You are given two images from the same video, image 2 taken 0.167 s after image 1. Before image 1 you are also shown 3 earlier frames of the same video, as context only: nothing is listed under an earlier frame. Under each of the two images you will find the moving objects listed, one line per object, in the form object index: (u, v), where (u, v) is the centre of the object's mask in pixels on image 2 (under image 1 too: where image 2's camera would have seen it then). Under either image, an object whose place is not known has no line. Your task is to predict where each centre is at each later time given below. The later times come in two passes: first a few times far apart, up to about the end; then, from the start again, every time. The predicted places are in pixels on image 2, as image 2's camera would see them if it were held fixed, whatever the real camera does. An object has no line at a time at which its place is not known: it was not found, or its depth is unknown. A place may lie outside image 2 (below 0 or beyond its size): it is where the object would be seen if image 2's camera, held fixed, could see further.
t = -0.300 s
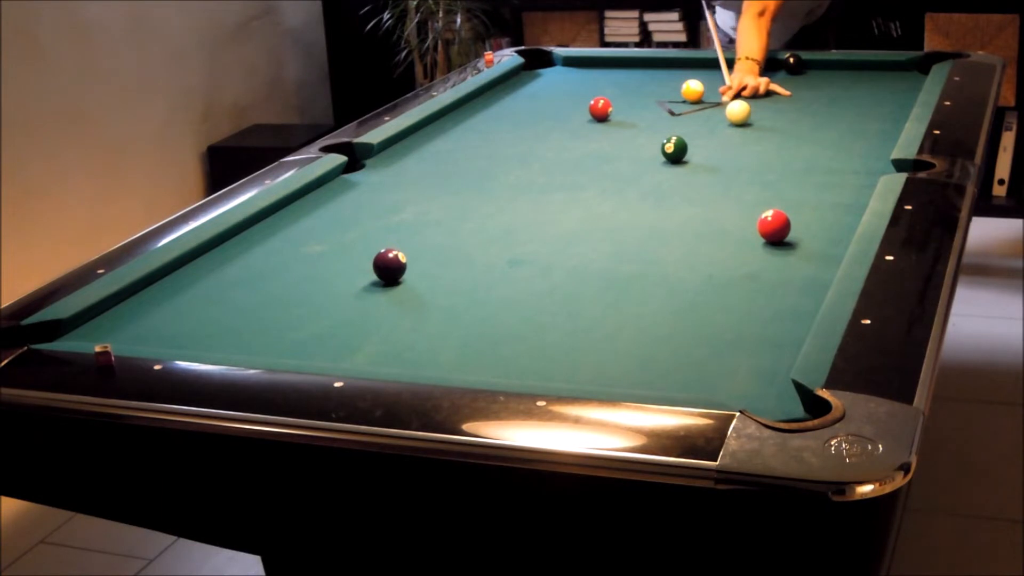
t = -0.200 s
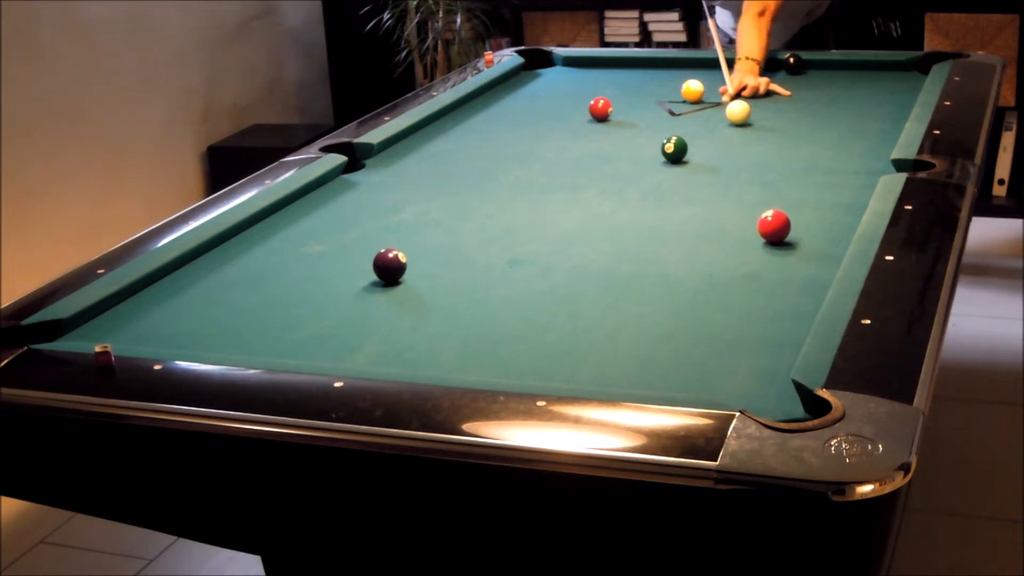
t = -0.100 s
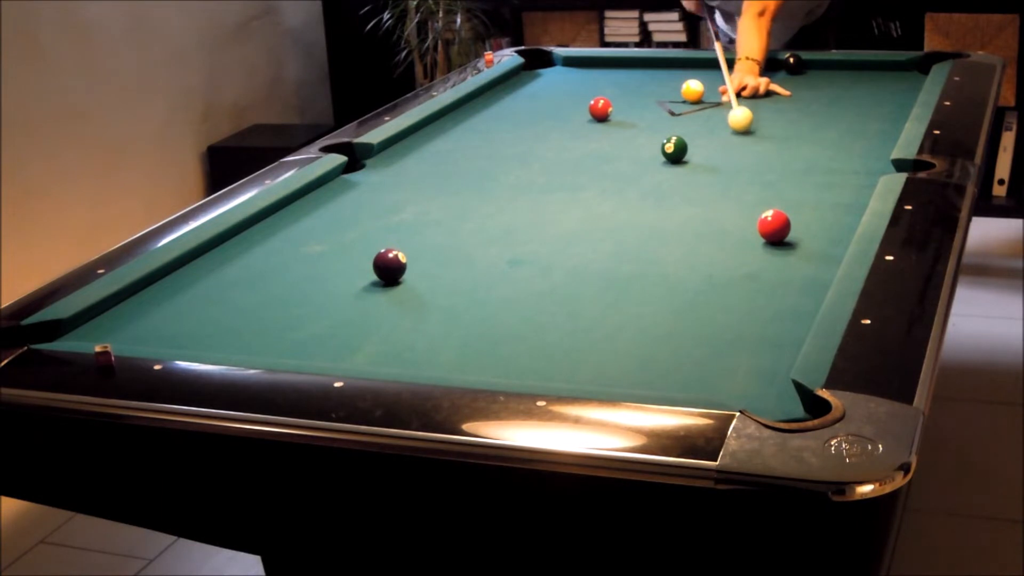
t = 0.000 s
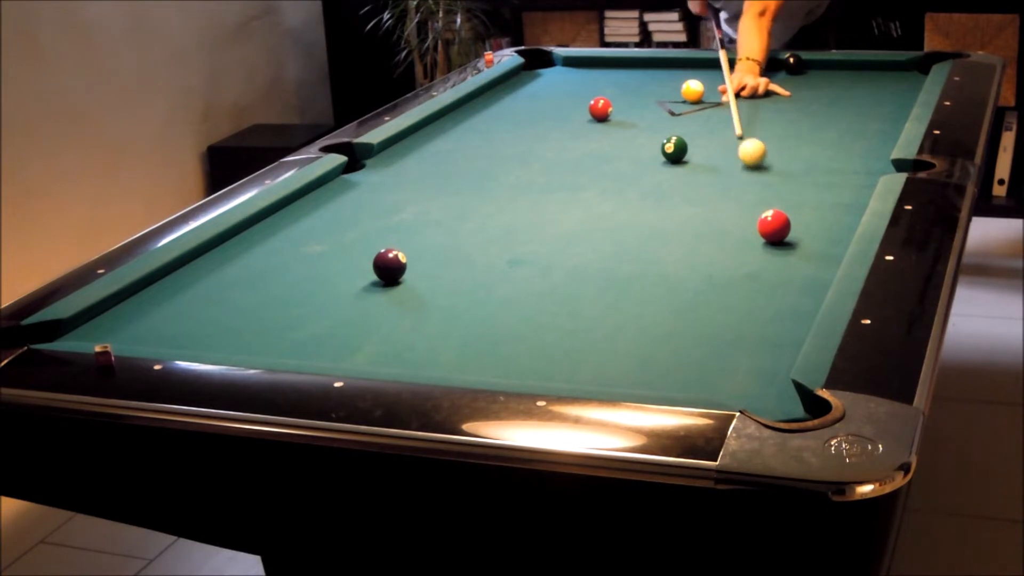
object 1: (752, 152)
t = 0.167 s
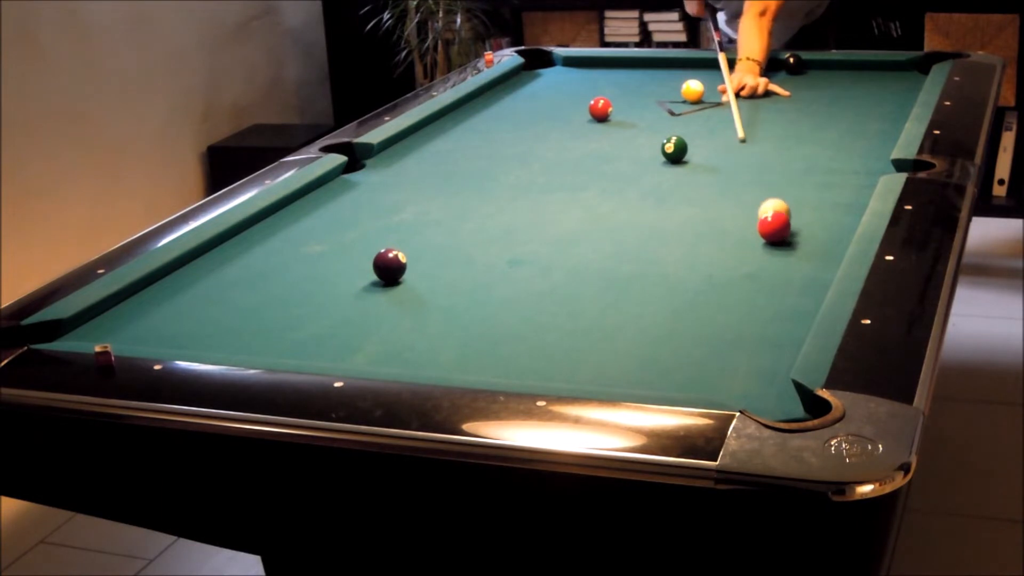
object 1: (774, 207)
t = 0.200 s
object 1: (779, 213)
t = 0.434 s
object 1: (803, 222)
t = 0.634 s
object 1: (822, 226)
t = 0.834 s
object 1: (839, 230)
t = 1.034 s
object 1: (834, 232)
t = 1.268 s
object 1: (823, 233)
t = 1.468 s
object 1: (817, 233)
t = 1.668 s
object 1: (812, 234)
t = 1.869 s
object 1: (809, 234)
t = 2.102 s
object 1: (809, 234)
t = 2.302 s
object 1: (809, 234)
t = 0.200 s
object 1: (779, 213)
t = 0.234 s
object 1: (782, 217)
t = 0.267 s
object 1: (786, 218)
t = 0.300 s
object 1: (789, 218)
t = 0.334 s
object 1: (793, 219)
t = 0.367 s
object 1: (796, 220)
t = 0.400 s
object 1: (799, 221)
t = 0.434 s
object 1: (803, 222)
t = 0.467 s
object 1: (806, 223)
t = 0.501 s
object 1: (809, 223)
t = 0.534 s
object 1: (812, 224)
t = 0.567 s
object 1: (815, 225)
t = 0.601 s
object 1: (818, 226)
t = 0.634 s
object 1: (822, 226)
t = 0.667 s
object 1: (825, 227)
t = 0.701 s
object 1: (828, 228)
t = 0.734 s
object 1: (831, 228)
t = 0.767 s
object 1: (834, 229)
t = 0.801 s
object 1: (836, 230)
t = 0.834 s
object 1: (839, 230)
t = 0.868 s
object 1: (841, 230)
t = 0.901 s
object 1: (840, 231)
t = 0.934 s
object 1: (838, 231)
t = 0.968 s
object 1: (837, 232)
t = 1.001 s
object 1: (836, 232)
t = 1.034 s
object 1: (834, 232)
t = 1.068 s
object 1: (832, 232)
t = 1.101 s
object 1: (830, 232)
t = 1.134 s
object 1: (829, 232)
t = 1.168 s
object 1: (828, 233)
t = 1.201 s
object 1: (826, 233)
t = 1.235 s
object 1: (825, 233)
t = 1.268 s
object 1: (823, 233)
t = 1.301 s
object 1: (822, 233)
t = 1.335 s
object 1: (821, 233)
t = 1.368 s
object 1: (820, 233)
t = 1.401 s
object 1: (819, 233)
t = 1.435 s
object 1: (817, 233)
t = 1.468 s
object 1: (817, 233)
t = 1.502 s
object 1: (816, 233)
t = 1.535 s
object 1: (815, 233)
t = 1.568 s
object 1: (814, 234)
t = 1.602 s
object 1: (813, 233)
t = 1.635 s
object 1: (813, 234)
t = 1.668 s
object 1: (812, 234)
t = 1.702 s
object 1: (811, 233)
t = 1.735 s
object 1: (811, 234)
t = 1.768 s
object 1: (811, 234)
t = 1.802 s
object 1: (810, 234)
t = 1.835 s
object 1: (810, 234)
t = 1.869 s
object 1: (809, 234)
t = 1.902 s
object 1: (809, 234)
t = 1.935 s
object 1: (809, 234)
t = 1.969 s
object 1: (809, 234)
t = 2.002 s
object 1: (809, 234)
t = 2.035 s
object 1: (809, 234)
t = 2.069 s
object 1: (809, 234)
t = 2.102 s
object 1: (809, 234)
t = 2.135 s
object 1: (809, 234)
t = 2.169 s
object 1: (809, 234)
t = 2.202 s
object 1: (809, 234)
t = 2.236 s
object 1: (809, 234)
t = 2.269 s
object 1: (809, 234)
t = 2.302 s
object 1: (809, 234)
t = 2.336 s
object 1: (809, 234)
